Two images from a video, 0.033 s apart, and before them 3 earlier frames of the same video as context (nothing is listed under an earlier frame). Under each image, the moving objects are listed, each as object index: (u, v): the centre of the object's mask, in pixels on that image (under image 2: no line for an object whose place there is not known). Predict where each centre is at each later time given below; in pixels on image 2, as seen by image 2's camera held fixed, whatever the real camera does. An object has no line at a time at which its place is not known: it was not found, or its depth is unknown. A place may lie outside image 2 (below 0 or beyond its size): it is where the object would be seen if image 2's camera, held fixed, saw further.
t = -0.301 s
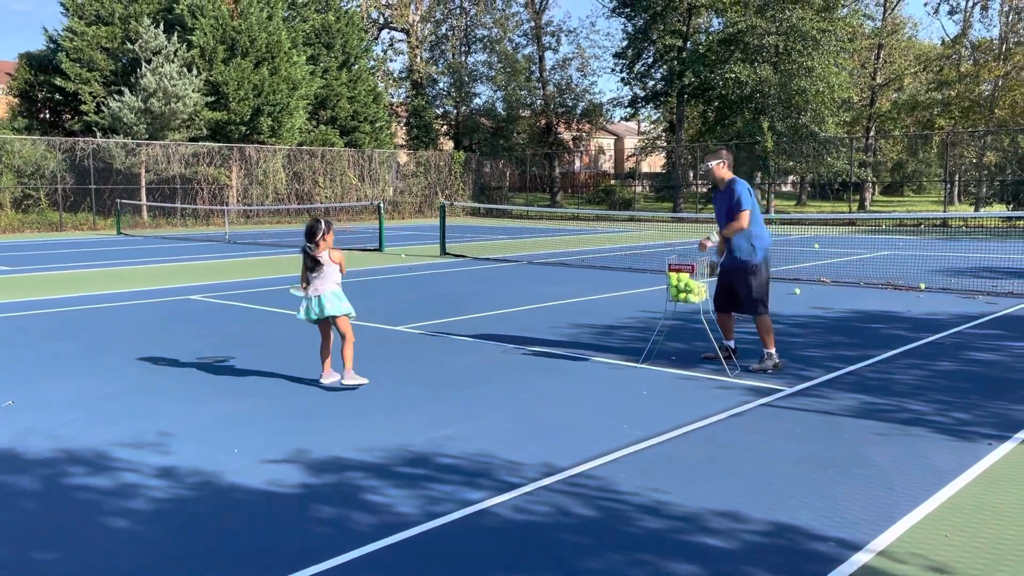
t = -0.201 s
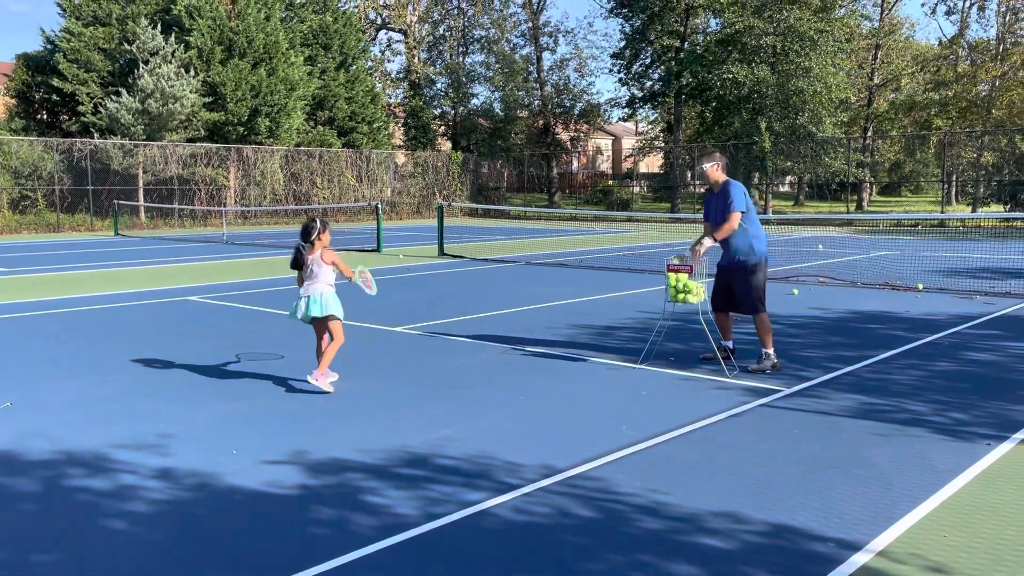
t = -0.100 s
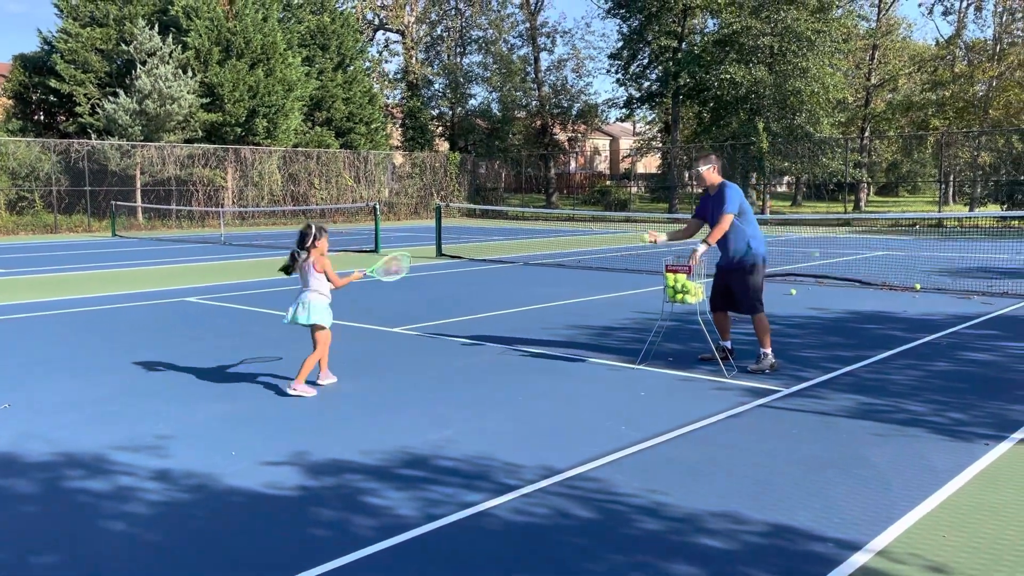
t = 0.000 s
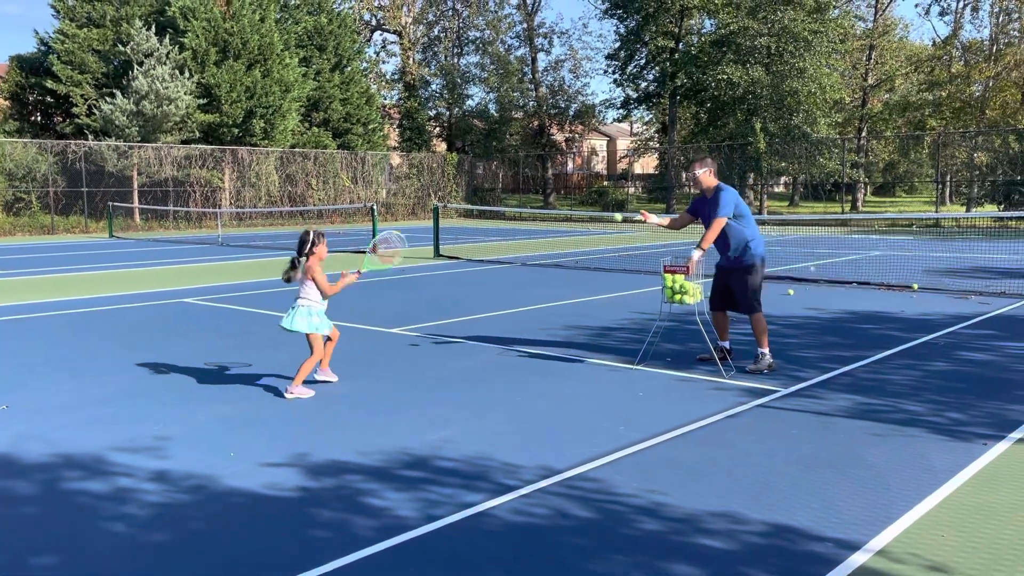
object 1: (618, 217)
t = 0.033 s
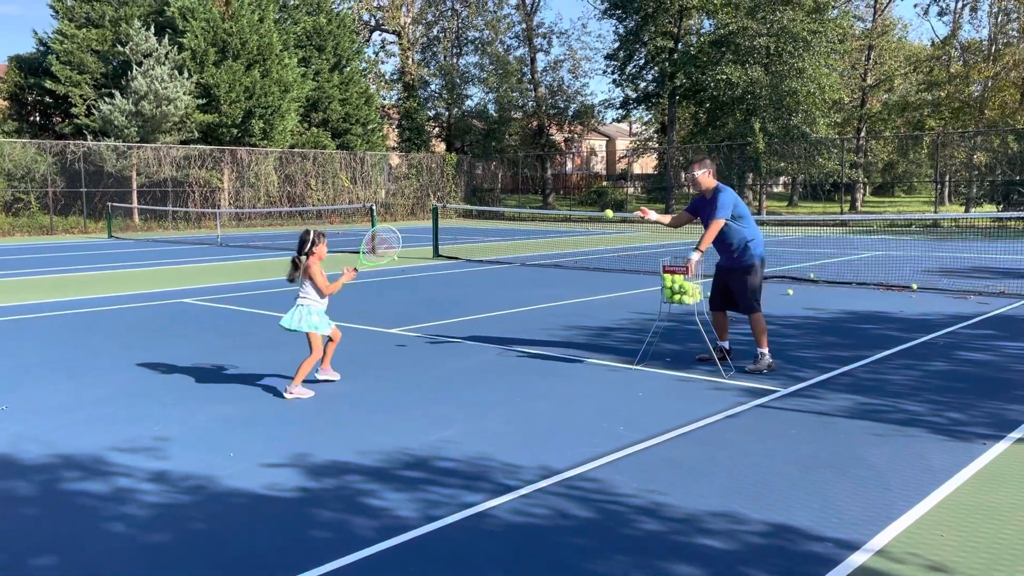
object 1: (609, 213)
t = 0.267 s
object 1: (548, 226)
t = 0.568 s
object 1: (466, 359)
